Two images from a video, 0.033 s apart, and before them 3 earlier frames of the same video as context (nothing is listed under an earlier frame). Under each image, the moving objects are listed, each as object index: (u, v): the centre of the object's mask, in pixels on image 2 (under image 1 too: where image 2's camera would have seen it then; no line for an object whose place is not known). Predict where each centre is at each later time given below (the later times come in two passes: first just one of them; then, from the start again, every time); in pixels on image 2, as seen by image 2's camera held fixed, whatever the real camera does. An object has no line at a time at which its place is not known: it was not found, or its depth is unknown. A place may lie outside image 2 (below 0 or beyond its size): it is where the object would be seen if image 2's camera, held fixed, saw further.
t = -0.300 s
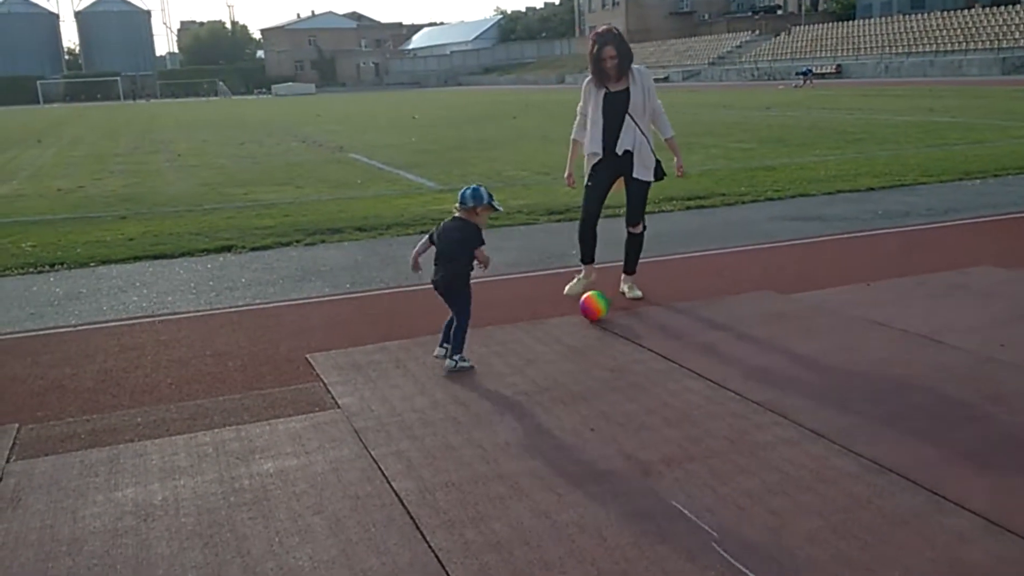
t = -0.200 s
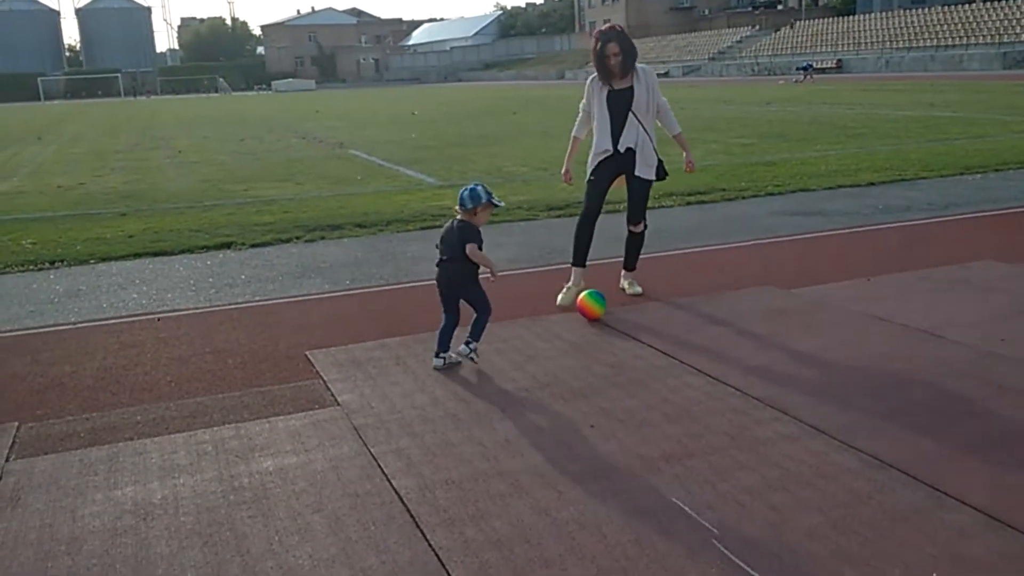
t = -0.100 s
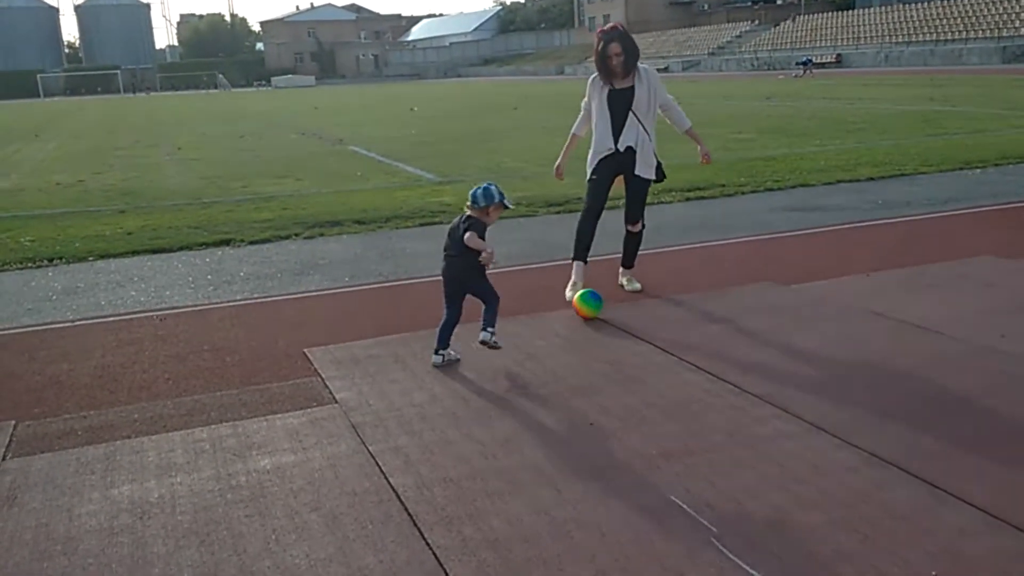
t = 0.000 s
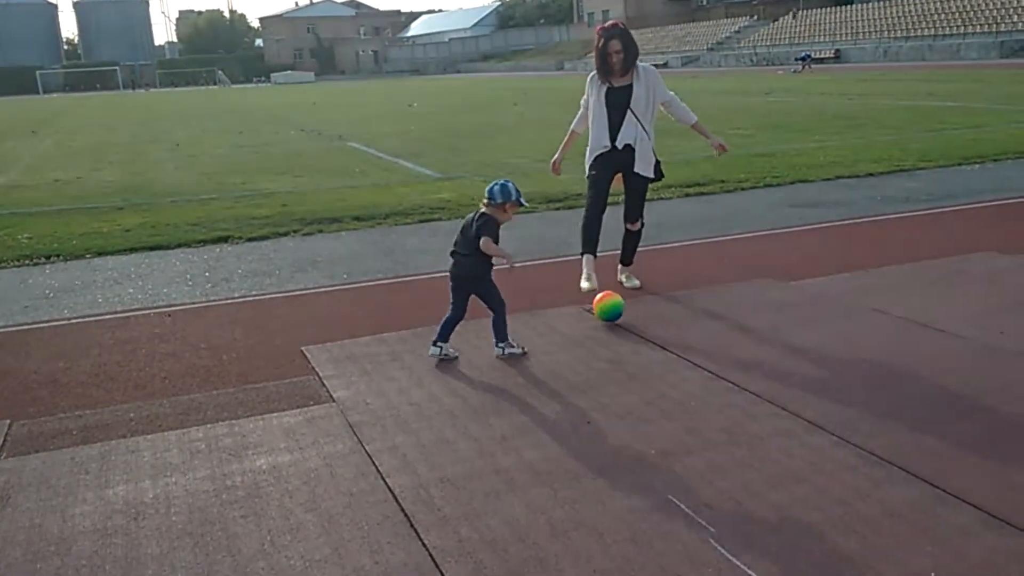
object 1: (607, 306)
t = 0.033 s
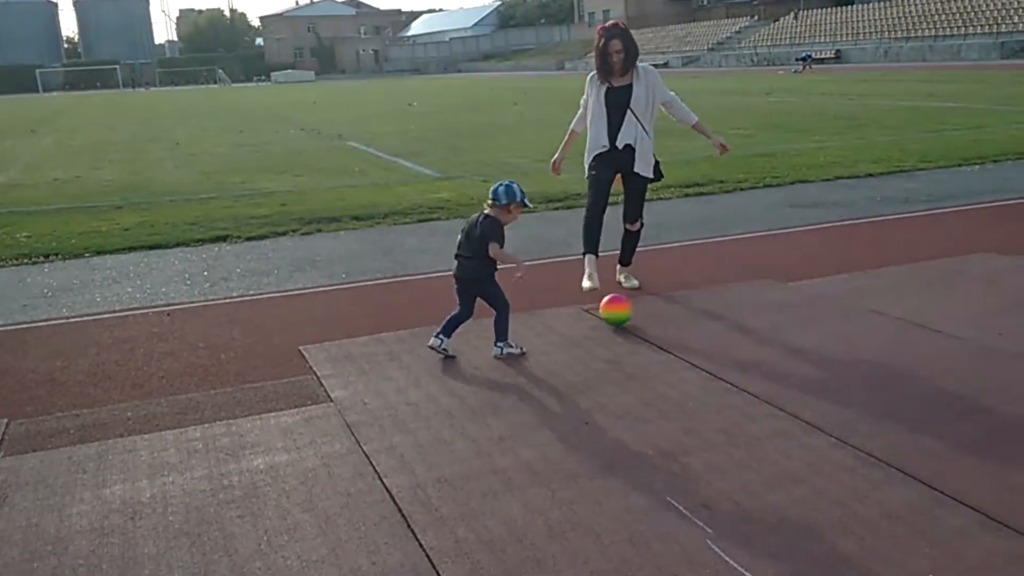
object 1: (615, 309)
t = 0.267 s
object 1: (674, 329)
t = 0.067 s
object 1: (625, 315)
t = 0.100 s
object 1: (633, 316)
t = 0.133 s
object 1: (641, 318)
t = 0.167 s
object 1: (650, 323)
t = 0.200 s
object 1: (658, 323)
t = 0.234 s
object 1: (666, 325)
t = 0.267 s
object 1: (674, 329)
